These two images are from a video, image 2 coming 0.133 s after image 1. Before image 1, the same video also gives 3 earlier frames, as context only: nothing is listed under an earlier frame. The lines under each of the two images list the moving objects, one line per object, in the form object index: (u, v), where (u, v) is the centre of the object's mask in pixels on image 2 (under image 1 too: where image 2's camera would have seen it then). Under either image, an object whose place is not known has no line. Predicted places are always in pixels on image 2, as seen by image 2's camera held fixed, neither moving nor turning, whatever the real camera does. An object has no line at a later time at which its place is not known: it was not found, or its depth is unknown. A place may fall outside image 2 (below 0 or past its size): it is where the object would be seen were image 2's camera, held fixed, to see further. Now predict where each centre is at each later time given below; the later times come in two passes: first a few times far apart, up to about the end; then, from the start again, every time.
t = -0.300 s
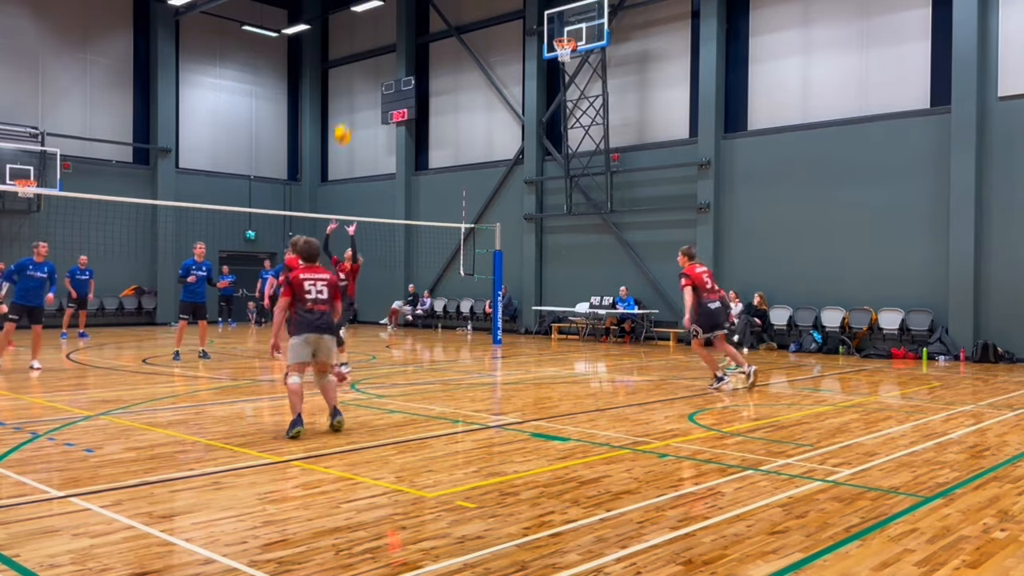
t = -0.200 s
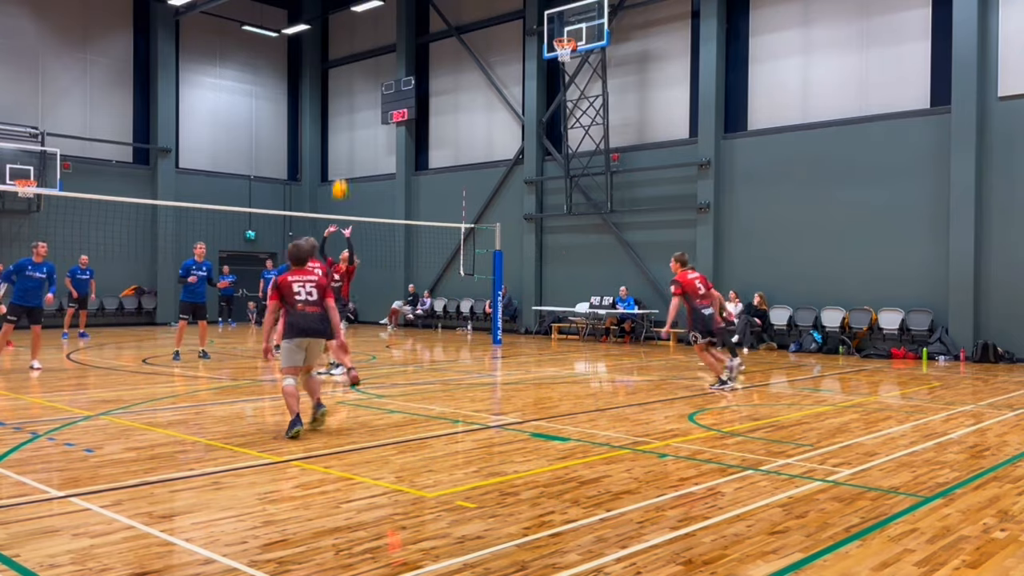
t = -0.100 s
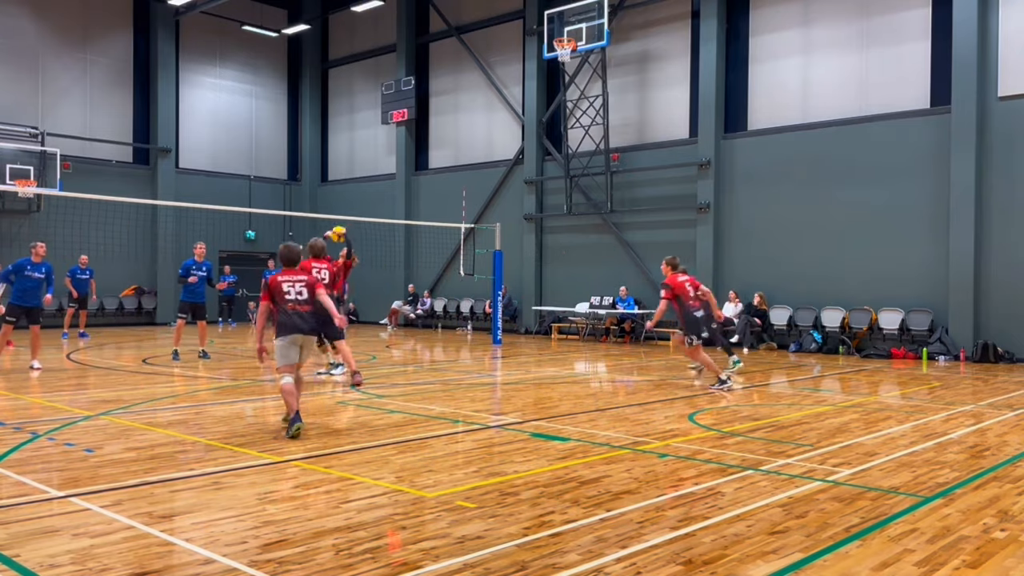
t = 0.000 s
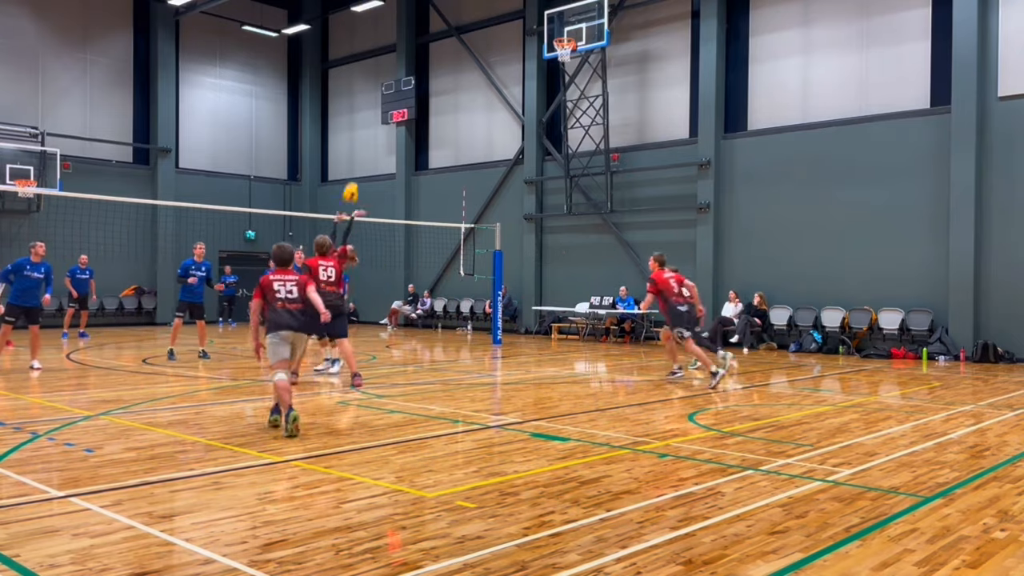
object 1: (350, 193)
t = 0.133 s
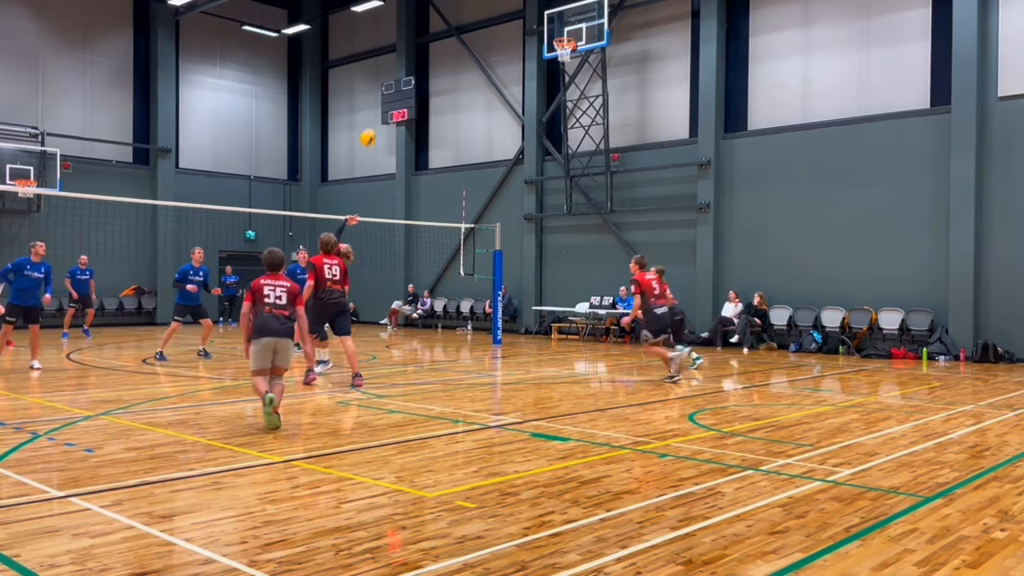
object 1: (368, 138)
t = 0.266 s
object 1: (383, 98)
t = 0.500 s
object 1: (407, 64)
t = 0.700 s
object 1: (425, 62)
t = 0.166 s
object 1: (371, 126)
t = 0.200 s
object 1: (375, 116)
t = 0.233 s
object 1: (379, 106)
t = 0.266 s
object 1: (383, 98)
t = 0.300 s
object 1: (386, 91)
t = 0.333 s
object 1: (390, 85)
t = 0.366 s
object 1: (394, 78)
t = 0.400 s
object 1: (396, 74)
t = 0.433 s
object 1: (400, 69)
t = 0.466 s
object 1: (404, 66)
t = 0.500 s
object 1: (407, 64)
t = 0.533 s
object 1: (410, 62)
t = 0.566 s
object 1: (413, 60)
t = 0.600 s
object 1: (416, 60)
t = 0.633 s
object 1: (419, 60)
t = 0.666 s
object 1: (423, 61)
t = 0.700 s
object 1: (425, 62)
